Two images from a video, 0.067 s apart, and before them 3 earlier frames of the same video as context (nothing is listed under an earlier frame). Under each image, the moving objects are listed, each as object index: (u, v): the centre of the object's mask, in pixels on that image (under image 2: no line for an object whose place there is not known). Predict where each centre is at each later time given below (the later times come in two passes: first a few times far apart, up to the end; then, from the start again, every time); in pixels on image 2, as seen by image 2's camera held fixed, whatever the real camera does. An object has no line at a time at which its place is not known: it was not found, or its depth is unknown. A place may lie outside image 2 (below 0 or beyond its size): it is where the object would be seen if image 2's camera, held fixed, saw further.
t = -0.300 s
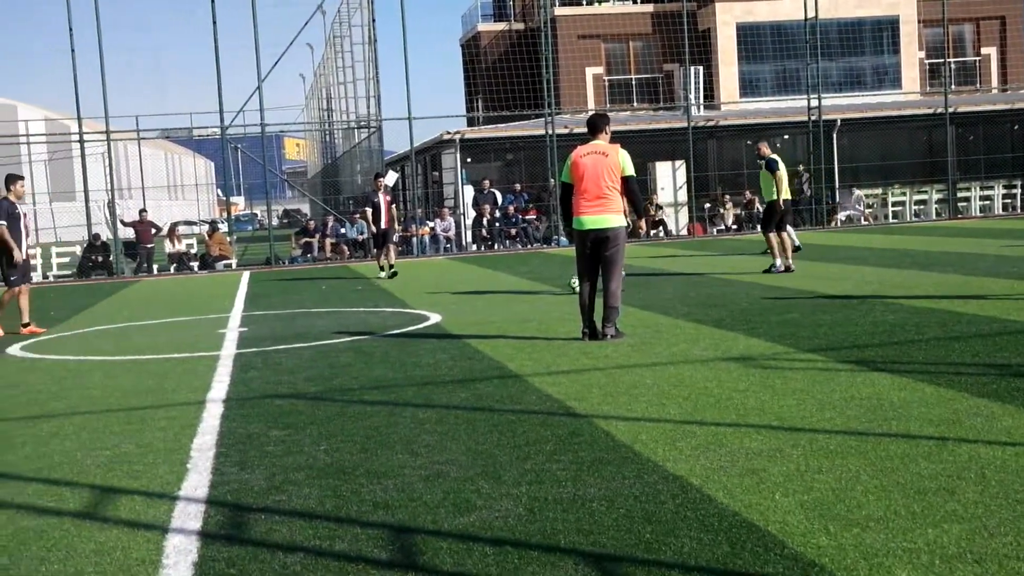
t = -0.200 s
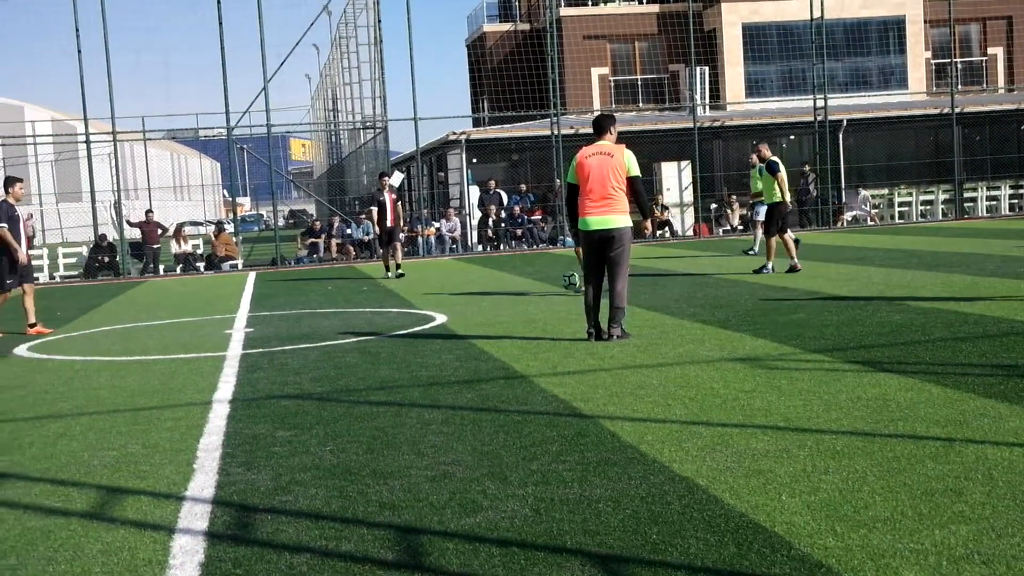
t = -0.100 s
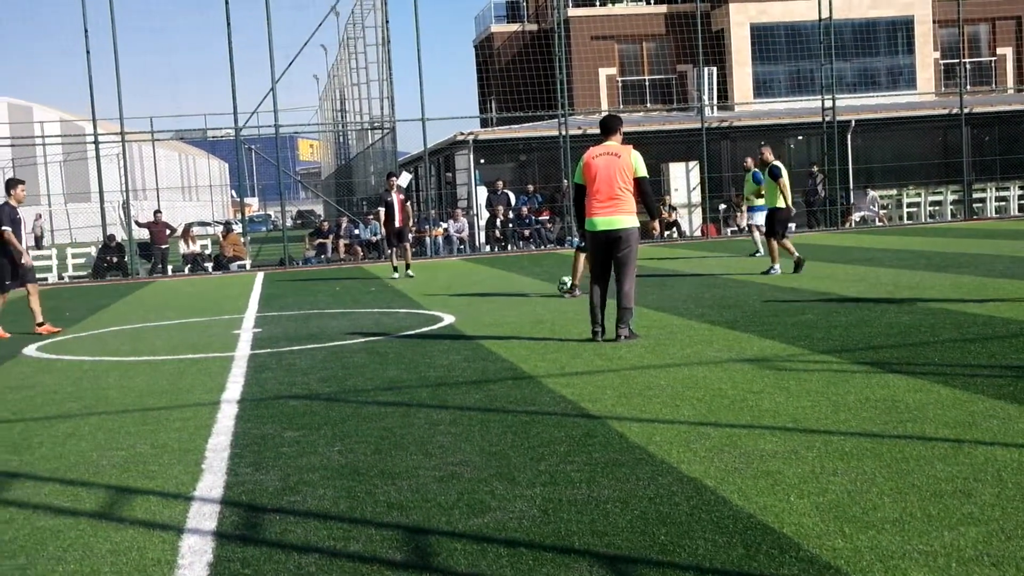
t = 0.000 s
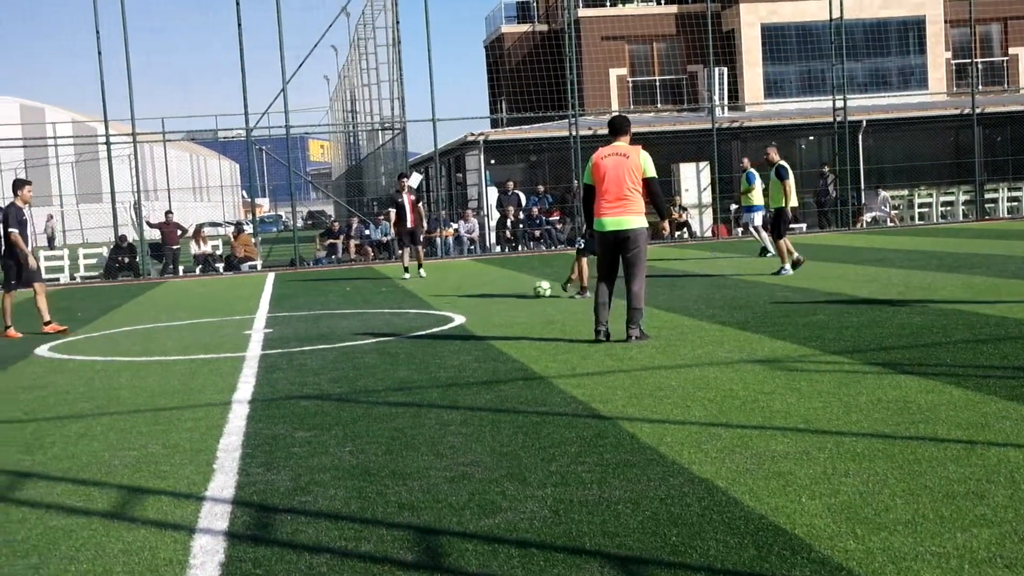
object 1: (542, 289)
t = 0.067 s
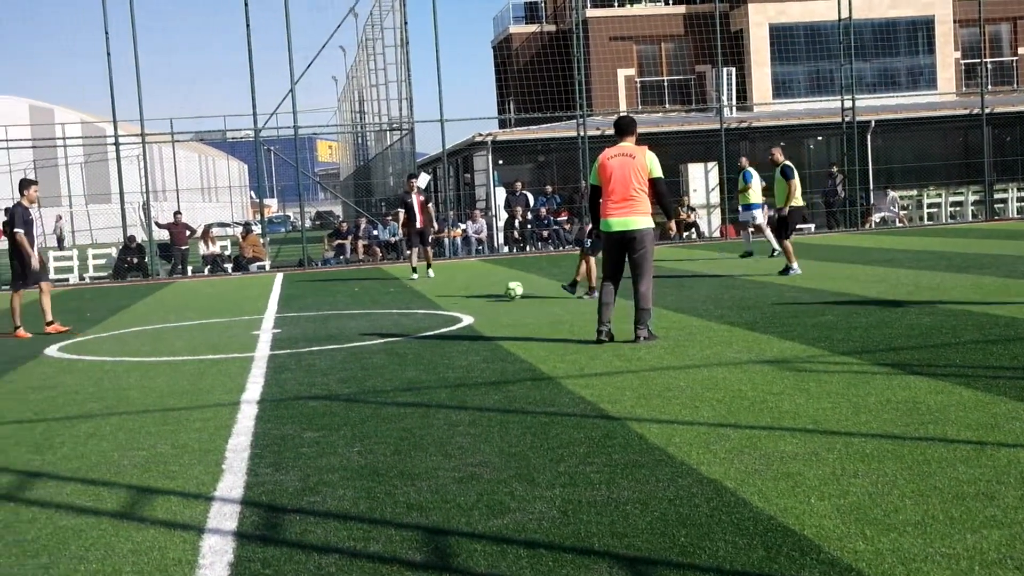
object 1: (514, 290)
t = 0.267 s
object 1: (418, 297)
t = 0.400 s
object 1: (368, 299)
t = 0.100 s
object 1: (496, 292)
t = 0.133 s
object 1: (478, 294)
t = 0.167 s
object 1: (462, 295)
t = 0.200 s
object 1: (447, 294)
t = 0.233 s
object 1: (432, 295)
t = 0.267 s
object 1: (418, 297)
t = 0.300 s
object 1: (402, 299)
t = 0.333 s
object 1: (391, 298)
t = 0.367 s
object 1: (379, 298)
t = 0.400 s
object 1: (368, 299)
